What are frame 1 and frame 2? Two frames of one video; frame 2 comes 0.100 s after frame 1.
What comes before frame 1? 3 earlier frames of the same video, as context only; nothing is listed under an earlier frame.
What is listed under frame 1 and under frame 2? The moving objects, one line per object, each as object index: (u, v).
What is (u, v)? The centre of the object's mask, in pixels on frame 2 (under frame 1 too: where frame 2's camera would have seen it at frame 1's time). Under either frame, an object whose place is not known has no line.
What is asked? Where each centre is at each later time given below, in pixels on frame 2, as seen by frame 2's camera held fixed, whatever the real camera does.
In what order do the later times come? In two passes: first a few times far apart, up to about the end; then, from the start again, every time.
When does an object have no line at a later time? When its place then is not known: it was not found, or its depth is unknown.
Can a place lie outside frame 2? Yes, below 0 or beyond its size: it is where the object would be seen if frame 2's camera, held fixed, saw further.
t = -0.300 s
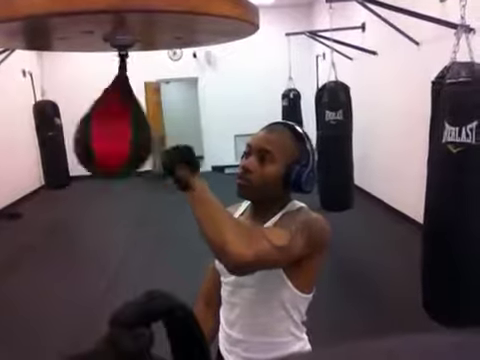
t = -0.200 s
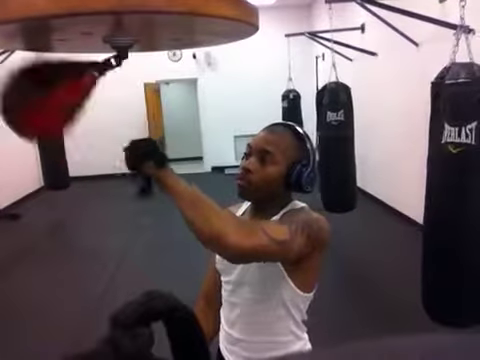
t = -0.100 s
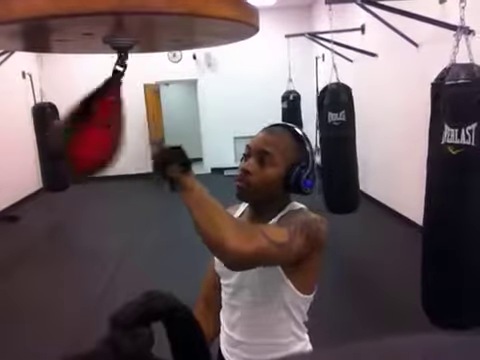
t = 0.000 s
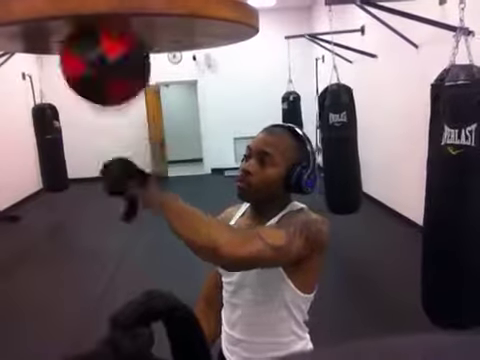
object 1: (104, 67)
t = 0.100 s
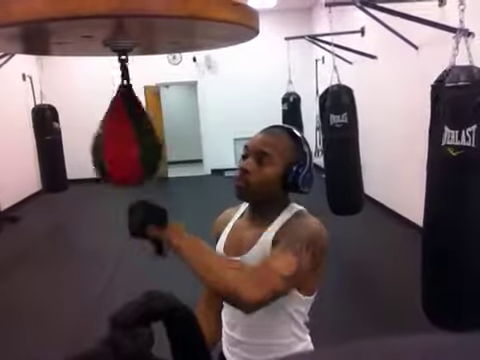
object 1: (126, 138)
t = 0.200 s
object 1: (142, 77)
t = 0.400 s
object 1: (115, 119)
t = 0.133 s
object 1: (132, 126)
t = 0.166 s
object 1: (139, 101)
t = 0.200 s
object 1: (142, 77)
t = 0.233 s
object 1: (144, 97)
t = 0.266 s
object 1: (144, 114)
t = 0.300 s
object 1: (142, 128)
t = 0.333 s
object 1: (137, 136)
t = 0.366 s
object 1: (128, 134)
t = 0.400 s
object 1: (115, 119)
